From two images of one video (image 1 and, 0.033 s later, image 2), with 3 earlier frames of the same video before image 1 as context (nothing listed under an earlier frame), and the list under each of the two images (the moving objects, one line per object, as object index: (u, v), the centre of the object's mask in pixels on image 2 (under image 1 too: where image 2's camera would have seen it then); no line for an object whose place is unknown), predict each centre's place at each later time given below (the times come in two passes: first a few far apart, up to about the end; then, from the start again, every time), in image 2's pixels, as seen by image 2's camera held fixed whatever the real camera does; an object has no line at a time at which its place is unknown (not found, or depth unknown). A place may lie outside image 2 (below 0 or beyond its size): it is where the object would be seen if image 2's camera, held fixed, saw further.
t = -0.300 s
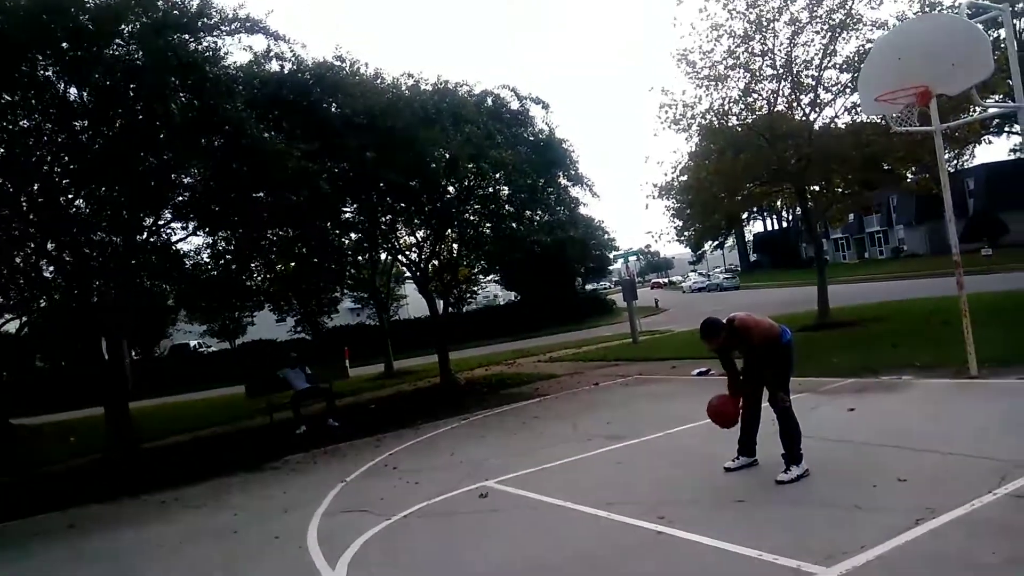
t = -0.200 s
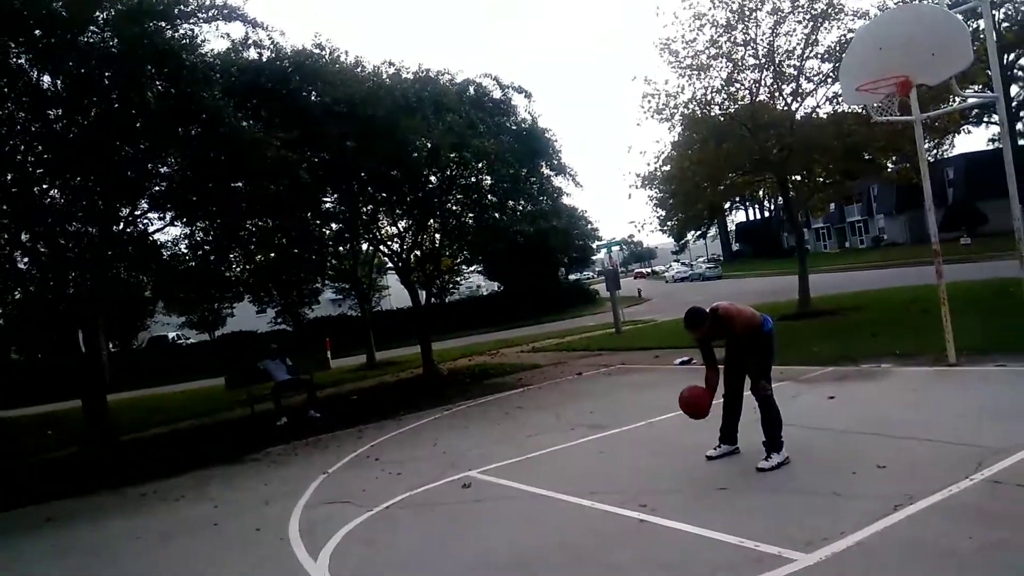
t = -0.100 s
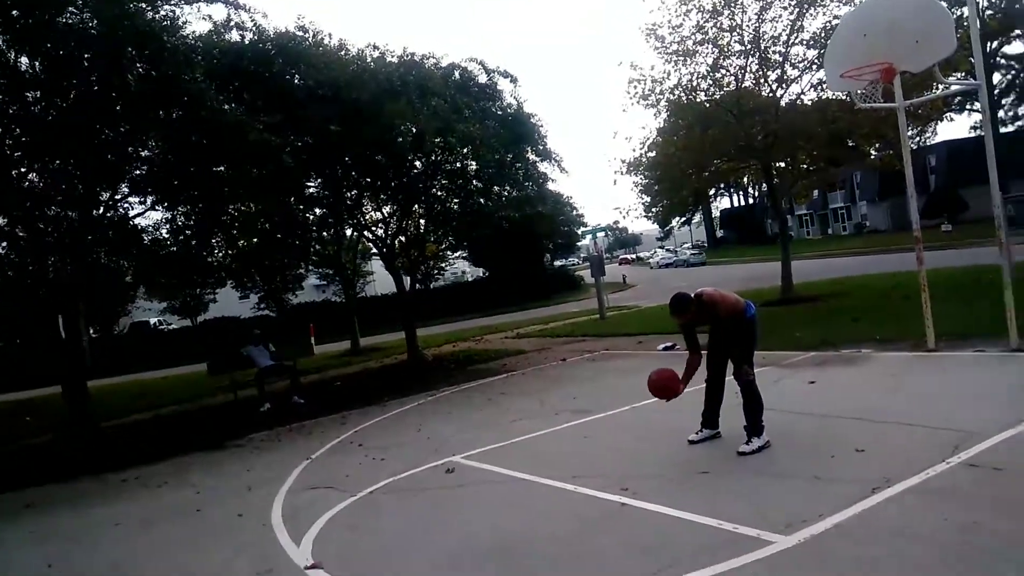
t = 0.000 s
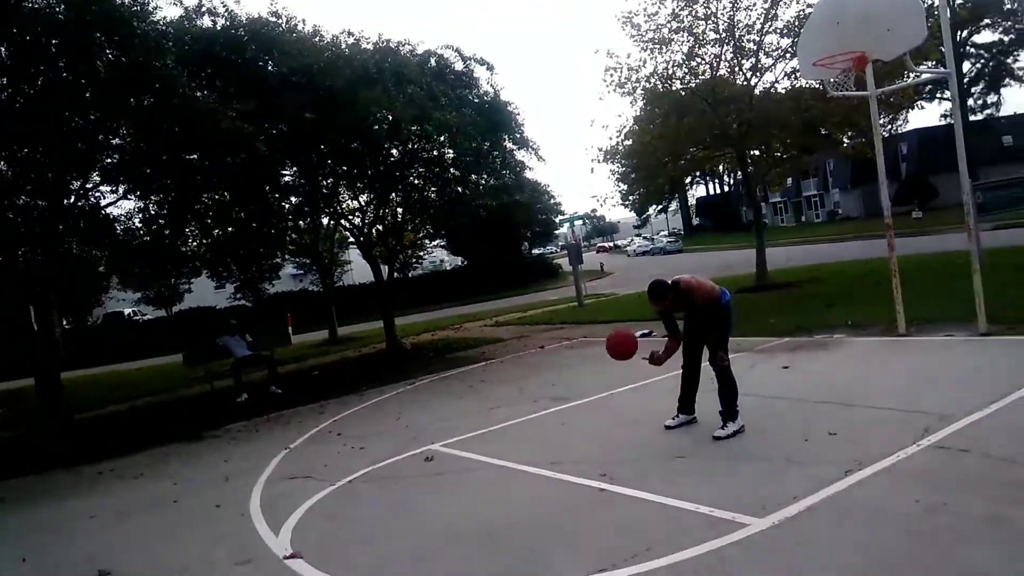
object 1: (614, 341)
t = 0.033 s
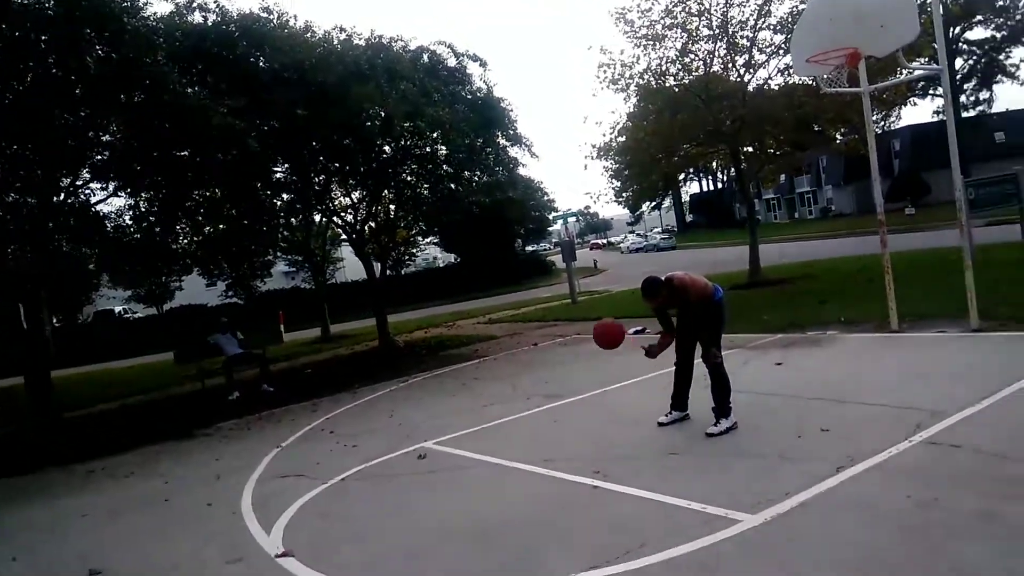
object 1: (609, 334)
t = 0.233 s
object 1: (576, 316)
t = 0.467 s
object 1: (548, 361)
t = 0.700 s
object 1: (525, 454)
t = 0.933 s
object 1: (464, 390)
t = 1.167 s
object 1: (413, 402)
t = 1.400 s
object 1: (372, 496)
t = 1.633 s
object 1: (309, 454)
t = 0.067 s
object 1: (603, 327)
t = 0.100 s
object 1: (597, 322)
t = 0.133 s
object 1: (591, 318)
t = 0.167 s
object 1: (587, 316)
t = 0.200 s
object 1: (581, 315)
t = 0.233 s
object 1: (576, 316)
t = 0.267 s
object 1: (572, 318)
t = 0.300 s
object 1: (567, 320)
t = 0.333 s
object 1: (563, 325)
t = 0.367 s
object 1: (558, 332)
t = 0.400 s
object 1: (554, 341)
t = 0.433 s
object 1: (551, 350)
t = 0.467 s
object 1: (548, 361)
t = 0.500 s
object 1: (544, 374)
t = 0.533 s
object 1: (542, 388)
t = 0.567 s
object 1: (539, 404)
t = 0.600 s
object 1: (537, 421)
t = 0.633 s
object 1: (535, 440)
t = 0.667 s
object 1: (533, 460)
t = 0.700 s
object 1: (525, 454)
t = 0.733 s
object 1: (516, 441)
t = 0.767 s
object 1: (507, 429)
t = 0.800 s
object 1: (498, 419)
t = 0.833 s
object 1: (489, 410)
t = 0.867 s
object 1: (480, 402)
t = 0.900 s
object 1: (472, 395)
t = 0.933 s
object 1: (464, 390)
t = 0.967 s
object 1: (456, 387)
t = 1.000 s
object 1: (448, 386)
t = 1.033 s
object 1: (440, 385)
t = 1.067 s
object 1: (433, 387)
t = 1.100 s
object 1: (426, 390)
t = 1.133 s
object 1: (419, 395)
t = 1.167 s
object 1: (413, 402)
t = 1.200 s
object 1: (406, 410)
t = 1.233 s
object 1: (400, 420)
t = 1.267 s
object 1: (394, 431)
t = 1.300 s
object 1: (388, 445)
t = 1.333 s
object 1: (383, 460)
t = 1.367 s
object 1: (377, 477)
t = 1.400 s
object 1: (372, 496)
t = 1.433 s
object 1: (365, 501)
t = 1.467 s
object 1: (355, 489)
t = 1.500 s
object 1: (345, 479)
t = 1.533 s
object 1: (336, 471)
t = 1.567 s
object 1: (326, 463)
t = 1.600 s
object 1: (317, 458)
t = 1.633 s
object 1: (309, 454)
